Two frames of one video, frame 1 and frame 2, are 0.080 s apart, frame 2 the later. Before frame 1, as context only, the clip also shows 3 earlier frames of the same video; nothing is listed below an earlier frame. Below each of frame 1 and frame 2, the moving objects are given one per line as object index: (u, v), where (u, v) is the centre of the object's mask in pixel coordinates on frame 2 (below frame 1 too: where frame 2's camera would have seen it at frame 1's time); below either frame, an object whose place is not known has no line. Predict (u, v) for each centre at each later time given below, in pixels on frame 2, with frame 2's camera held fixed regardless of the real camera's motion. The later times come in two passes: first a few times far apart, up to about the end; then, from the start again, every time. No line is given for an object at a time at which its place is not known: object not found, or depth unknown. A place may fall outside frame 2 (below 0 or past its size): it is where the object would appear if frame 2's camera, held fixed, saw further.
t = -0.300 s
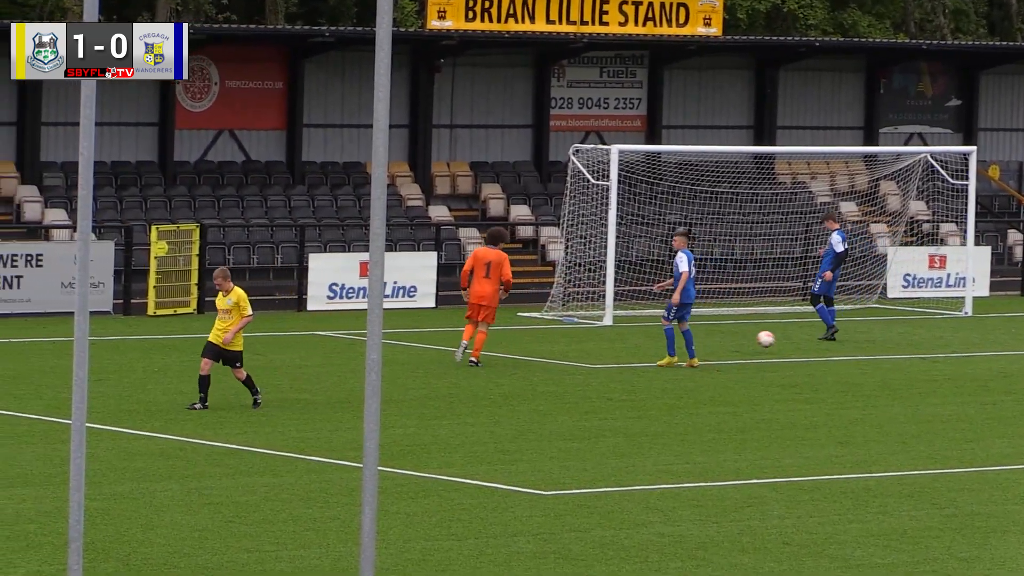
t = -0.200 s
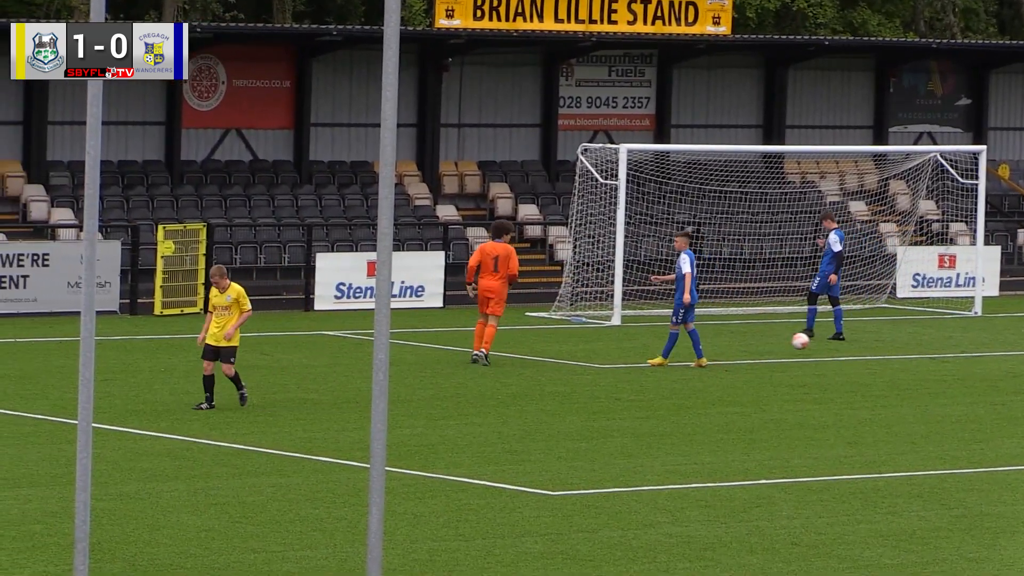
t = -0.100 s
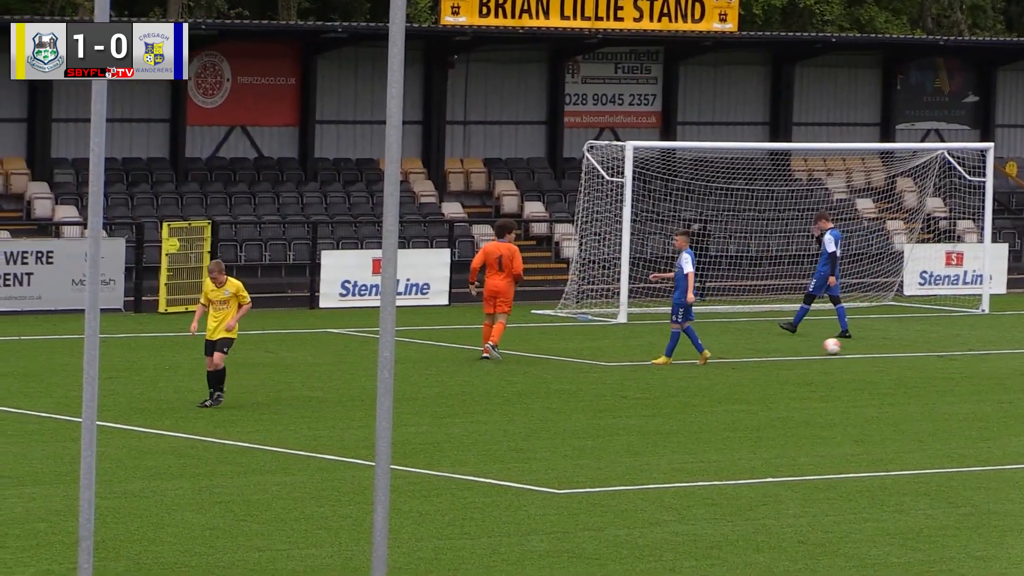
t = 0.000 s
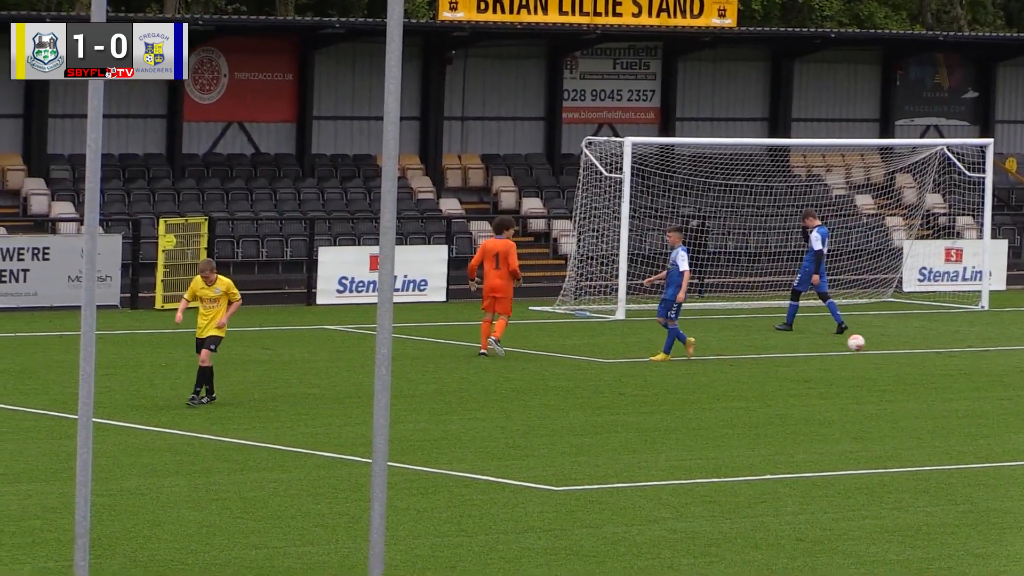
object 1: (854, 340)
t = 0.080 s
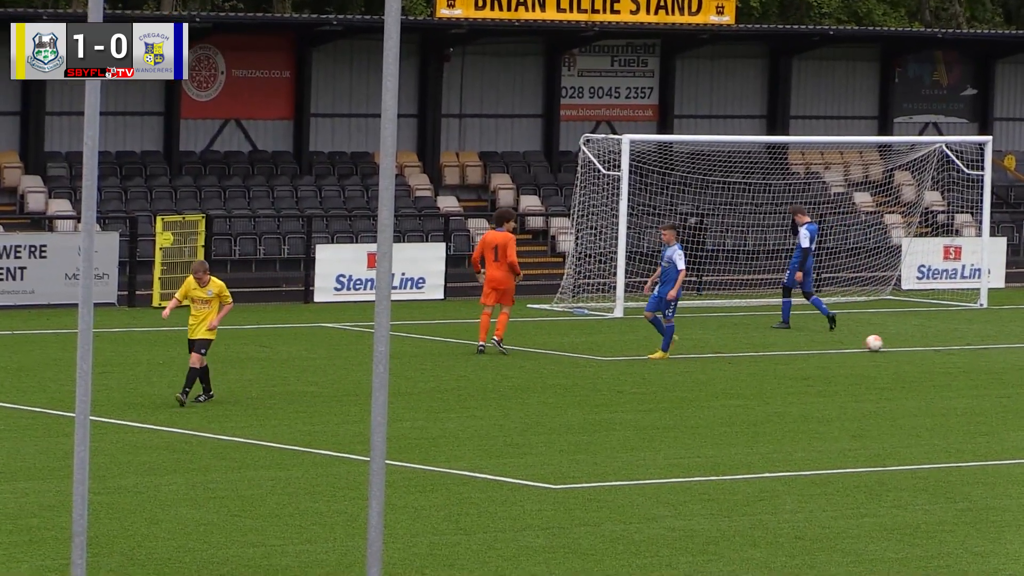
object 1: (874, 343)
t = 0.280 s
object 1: (922, 346)
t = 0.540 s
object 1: (980, 351)
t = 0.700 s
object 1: (1014, 352)
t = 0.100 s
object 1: (879, 343)
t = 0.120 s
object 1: (884, 343)
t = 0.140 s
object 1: (889, 343)
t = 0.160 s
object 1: (894, 343)
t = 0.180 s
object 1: (898, 344)
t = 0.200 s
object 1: (903, 346)
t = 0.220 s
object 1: (908, 346)
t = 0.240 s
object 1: (913, 346)
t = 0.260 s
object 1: (917, 345)
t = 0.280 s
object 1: (922, 346)
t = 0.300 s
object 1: (927, 346)
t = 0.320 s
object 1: (931, 346)
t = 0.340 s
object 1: (936, 347)
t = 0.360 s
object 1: (941, 348)
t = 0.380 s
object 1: (945, 348)
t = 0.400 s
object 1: (949, 348)
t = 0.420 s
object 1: (954, 348)
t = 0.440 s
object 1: (959, 348)
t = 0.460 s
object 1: (963, 348)
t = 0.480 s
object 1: (967, 349)
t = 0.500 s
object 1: (972, 350)
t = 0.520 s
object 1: (976, 351)
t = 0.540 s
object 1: (980, 351)
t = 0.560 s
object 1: (985, 350)
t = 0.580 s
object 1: (989, 351)
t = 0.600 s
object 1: (994, 351)
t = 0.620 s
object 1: (997, 352)
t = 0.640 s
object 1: (1002, 352)
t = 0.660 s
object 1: (1006, 353)
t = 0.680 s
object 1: (1010, 352)
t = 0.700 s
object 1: (1014, 352)
